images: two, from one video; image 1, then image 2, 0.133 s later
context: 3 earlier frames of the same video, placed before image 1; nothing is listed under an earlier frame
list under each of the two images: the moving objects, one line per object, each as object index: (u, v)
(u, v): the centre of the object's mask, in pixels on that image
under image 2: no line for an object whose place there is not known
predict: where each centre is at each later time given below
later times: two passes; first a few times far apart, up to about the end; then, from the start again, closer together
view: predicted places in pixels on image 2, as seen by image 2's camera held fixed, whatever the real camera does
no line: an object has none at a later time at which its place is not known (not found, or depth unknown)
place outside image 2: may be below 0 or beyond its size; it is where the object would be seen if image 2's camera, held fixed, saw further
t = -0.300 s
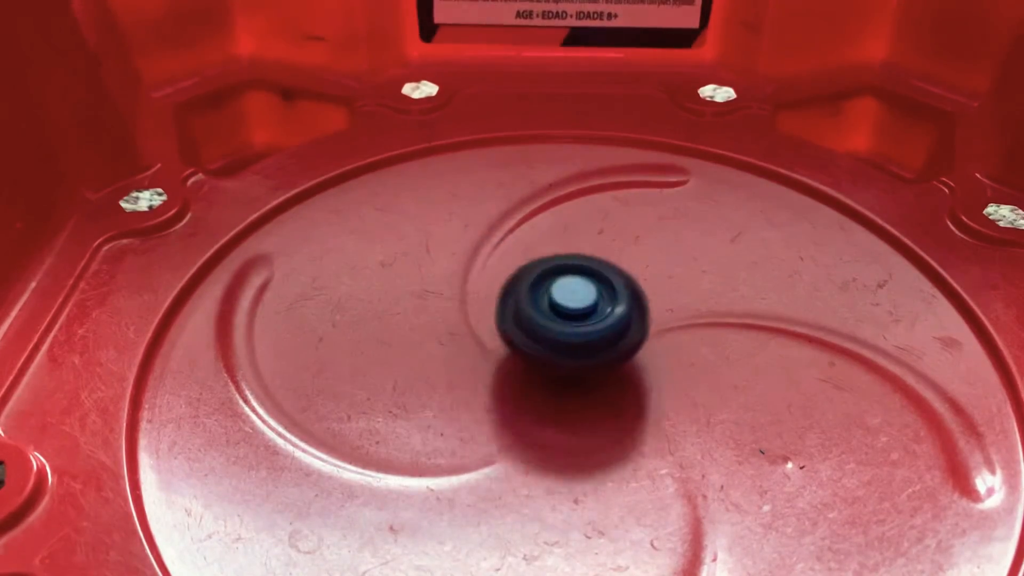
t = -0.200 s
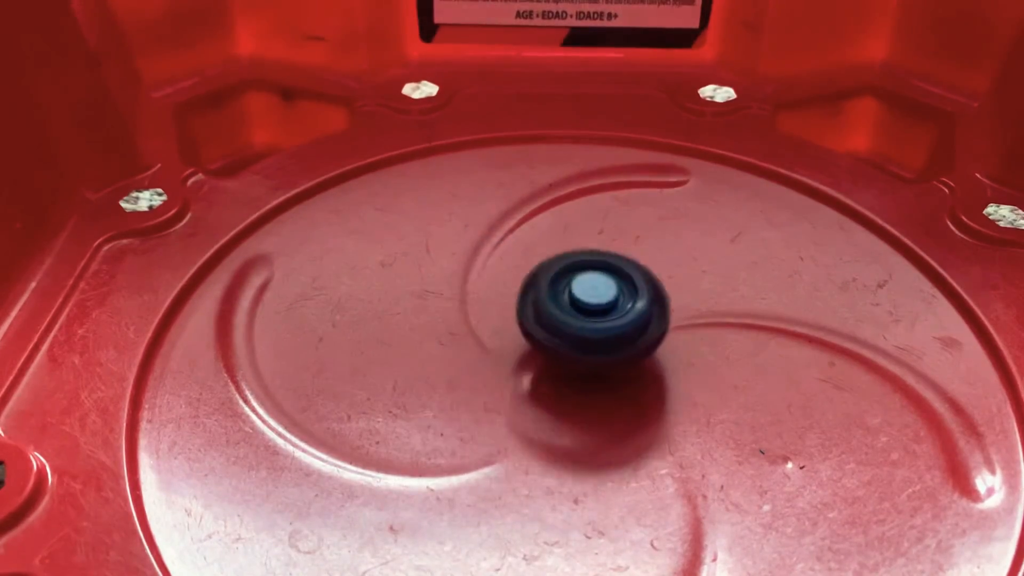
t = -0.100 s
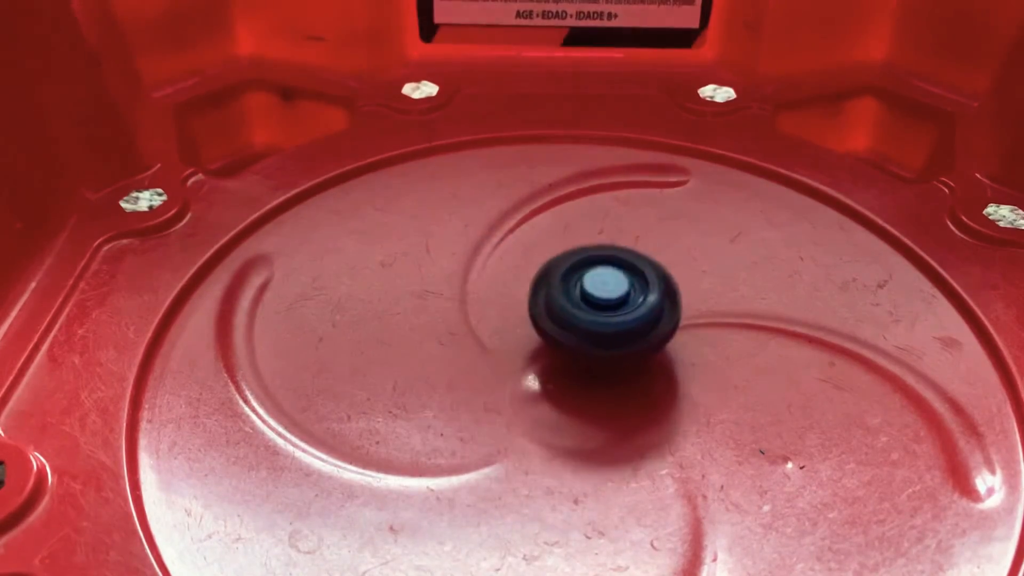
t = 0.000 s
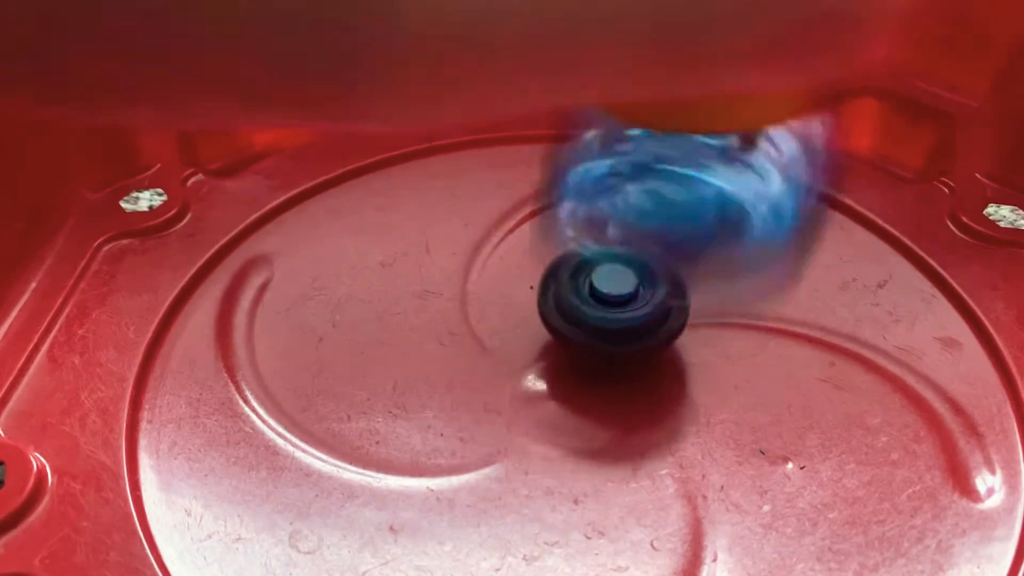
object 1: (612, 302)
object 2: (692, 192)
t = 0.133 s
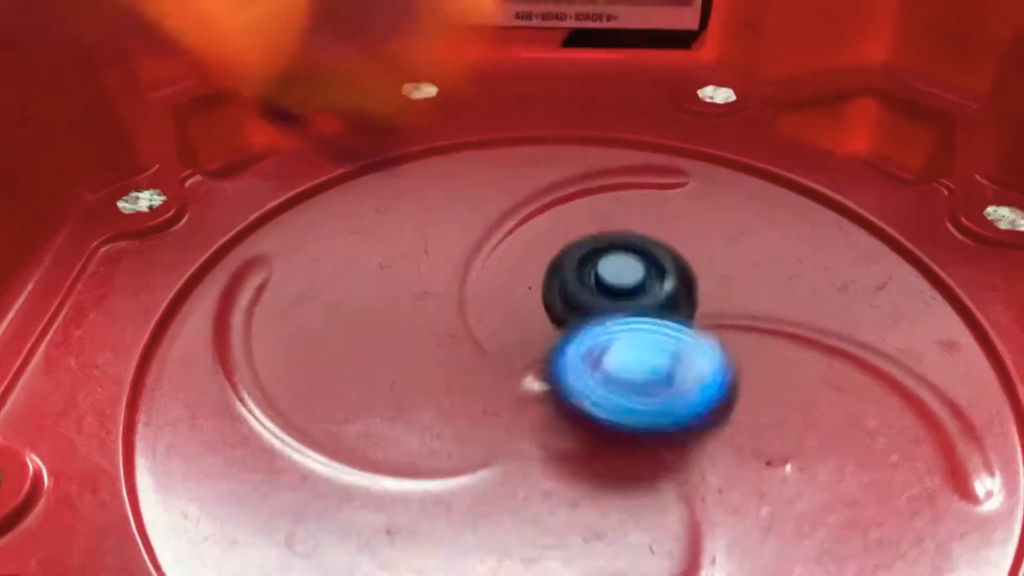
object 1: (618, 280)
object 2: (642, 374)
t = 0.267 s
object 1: (613, 274)
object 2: (712, 354)
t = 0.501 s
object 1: (339, 159)
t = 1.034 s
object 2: (730, 414)
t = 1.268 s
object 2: (479, 410)
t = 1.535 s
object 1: (812, 286)
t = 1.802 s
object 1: (594, 203)
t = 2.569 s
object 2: (305, 164)
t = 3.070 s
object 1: (625, 278)
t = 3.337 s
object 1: (482, 310)
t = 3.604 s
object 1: (506, 407)
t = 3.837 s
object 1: (615, 421)
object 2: (378, 135)
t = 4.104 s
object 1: (631, 350)
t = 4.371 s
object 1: (630, 385)
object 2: (743, 130)
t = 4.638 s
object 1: (611, 401)
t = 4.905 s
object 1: (611, 401)
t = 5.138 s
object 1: (611, 401)
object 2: (774, 143)
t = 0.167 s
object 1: (606, 288)
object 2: (665, 352)
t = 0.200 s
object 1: (607, 288)
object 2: (683, 343)
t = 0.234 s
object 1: (608, 279)
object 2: (702, 335)
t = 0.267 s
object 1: (613, 274)
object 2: (712, 354)
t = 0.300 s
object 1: (611, 268)
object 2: (711, 357)
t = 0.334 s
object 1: (604, 262)
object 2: (697, 352)
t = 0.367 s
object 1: (544, 170)
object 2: (784, 483)
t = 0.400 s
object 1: (494, 105)
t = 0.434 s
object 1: (442, 95)
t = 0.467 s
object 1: (389, 110)
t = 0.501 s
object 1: (339, 159)
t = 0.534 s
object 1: (298, 200)
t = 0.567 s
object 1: (270, 226)
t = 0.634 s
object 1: (207, 315)
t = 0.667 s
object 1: (193, 354)
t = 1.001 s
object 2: (728, 427)
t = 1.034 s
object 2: (730, 414)
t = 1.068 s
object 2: (719, 400)
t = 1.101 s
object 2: (693, 388)
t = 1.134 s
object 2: (661, 378)
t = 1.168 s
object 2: (620, 373)
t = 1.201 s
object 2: (579, 380)
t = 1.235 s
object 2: (531, 391)
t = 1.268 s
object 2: (479, 410)
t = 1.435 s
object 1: (852, 358)
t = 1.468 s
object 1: (840, 329)
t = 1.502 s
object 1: (826, 307)
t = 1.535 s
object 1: (812, 286)
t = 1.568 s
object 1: (790, 267)
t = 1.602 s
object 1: (763, 251)
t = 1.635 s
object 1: (737, 237)
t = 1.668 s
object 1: (710, 226)
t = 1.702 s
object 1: (682, 217)
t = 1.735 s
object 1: (653, 209)
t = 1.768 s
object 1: (624, 204)
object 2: (907, 272)
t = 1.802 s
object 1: (594, 203)
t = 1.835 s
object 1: (566, 203)
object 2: (775, 167)
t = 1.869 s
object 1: (538, 205)
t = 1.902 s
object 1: (512, 209)
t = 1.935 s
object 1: (485, 214)
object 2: (531, 100)
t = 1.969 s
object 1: (466, 221)
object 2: (434, 118)
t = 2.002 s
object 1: (445, 234)
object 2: (336, 140)
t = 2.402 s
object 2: (893, 190)
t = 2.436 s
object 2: (780, 139)
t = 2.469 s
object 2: (656, 108)
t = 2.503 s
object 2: (534, 100)
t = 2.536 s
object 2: (410, 125)
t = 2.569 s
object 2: (305, 164)
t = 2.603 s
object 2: (211, 227)
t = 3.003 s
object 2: (881, 185)
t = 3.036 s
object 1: (642, 281)
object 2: (772, 138)
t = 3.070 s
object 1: (625, 278)
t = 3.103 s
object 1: (606, 277)
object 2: (554, 105)
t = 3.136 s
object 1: (585, 276)
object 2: (440, 116)
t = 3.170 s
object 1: (566, 277)
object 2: (339, 149)
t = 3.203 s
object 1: (546, 279)
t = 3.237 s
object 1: (528, 284)
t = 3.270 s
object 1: (510, 292)
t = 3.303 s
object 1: (495, 300)
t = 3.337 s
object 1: (482, 310)
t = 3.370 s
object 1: (473, 321)
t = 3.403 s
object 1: (468, 333)
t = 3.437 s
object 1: (467, 345)
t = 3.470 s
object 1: (470, 359)
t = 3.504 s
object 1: (475, 372)
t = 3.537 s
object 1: (483, 385)
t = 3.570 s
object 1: (494, 396)
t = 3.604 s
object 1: (506, 407)
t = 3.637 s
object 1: (520, 416)
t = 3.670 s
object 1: (536, 423)
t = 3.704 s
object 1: (553, 427)
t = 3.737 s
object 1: (571, 429)
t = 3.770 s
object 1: (588, 430)
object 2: (587, 108)
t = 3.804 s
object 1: (601, 426)
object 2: (482, 110)
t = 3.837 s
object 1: (615, 421)
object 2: (378, 135)
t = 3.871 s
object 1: (628, 414)
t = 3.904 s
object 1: (637, 404)
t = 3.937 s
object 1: (643, 396)
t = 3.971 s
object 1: (647, 384)
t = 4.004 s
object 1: (646, 373)
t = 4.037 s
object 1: (642, 362)
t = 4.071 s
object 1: (636, 354)
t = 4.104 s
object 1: (631, 350)
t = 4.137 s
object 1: (630, 349)
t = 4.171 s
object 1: (630, 350)
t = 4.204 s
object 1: (633, 354)
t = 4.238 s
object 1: (636, 362)
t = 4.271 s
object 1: (636, 369)
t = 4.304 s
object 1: (633, 372)
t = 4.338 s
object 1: (632, 377)
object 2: (833, 175)
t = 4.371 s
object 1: (630, 385)
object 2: (743, 130)
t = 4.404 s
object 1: (628, 388)
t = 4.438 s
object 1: (624, 391)
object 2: (557, 109)
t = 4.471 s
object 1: (620, 392)
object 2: (469, 117)
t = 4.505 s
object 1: (617, 395)
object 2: (386, 135)
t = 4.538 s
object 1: (614, 398)
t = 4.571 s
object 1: (612, 401)
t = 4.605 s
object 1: (611, 402)
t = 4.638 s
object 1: (611, 401)
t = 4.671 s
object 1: (611, 401)
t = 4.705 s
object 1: (611, 401)
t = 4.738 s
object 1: (610, 402)
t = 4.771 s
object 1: (610, 401)
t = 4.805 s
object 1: (609, 401)
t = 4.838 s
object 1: (610, 401)
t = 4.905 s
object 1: (611, 401)
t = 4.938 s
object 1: (612, 401)
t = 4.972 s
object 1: (612, 400)
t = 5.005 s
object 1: (611, 400)
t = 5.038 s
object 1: (611, 401)
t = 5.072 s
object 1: (609, 402)
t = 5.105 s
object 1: (609, 402)
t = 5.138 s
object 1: (611, 401)
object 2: (774, 143)
